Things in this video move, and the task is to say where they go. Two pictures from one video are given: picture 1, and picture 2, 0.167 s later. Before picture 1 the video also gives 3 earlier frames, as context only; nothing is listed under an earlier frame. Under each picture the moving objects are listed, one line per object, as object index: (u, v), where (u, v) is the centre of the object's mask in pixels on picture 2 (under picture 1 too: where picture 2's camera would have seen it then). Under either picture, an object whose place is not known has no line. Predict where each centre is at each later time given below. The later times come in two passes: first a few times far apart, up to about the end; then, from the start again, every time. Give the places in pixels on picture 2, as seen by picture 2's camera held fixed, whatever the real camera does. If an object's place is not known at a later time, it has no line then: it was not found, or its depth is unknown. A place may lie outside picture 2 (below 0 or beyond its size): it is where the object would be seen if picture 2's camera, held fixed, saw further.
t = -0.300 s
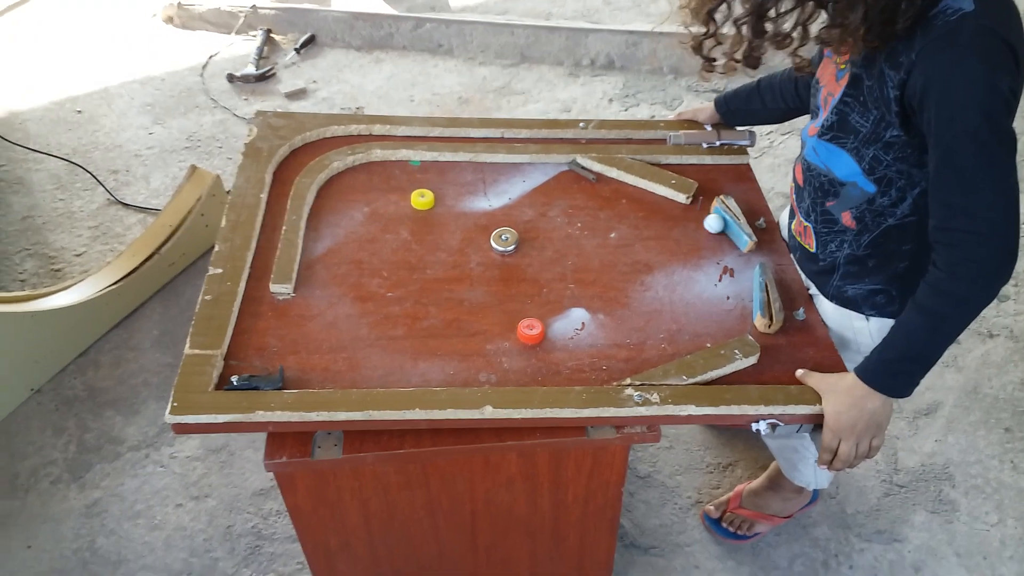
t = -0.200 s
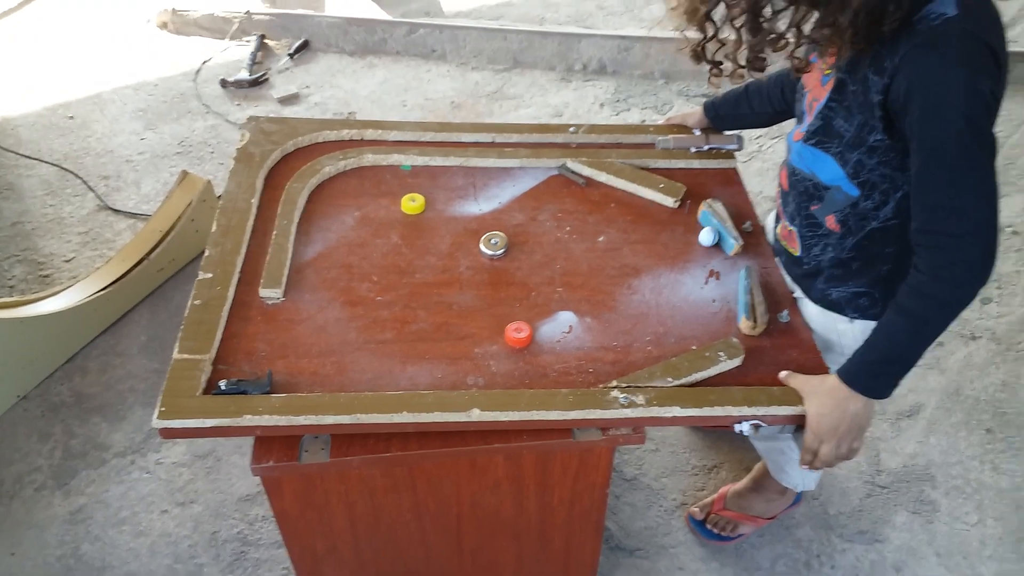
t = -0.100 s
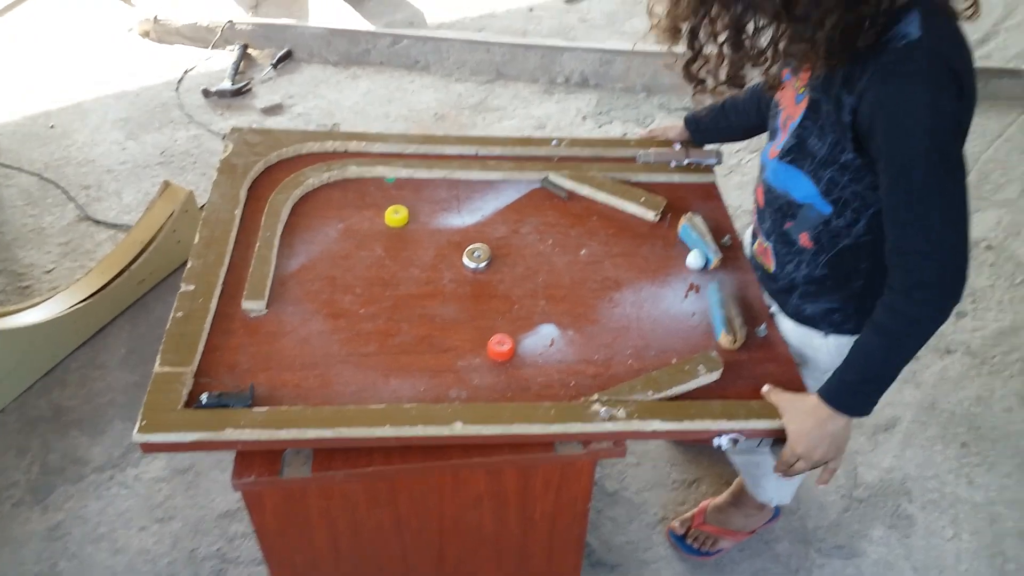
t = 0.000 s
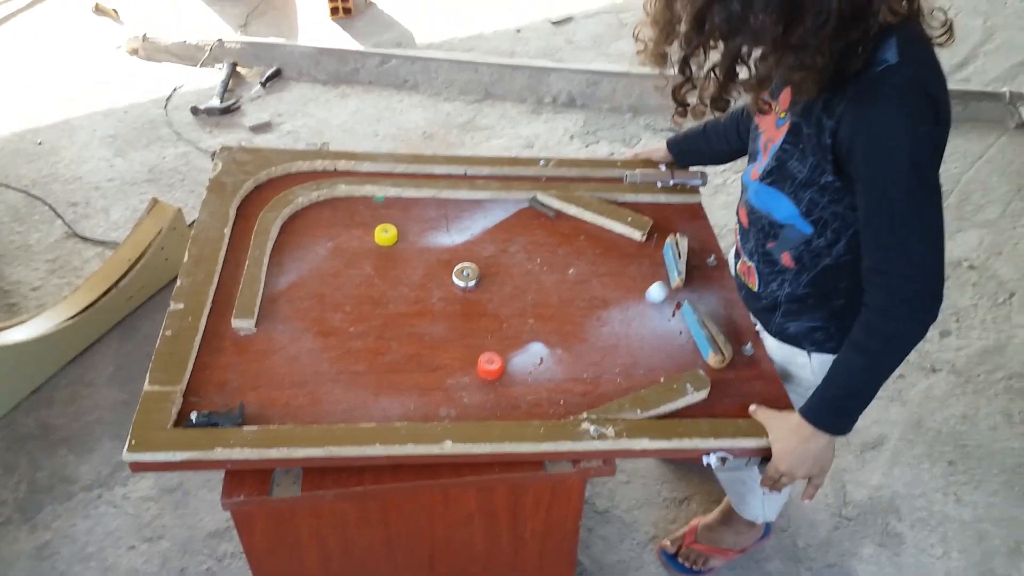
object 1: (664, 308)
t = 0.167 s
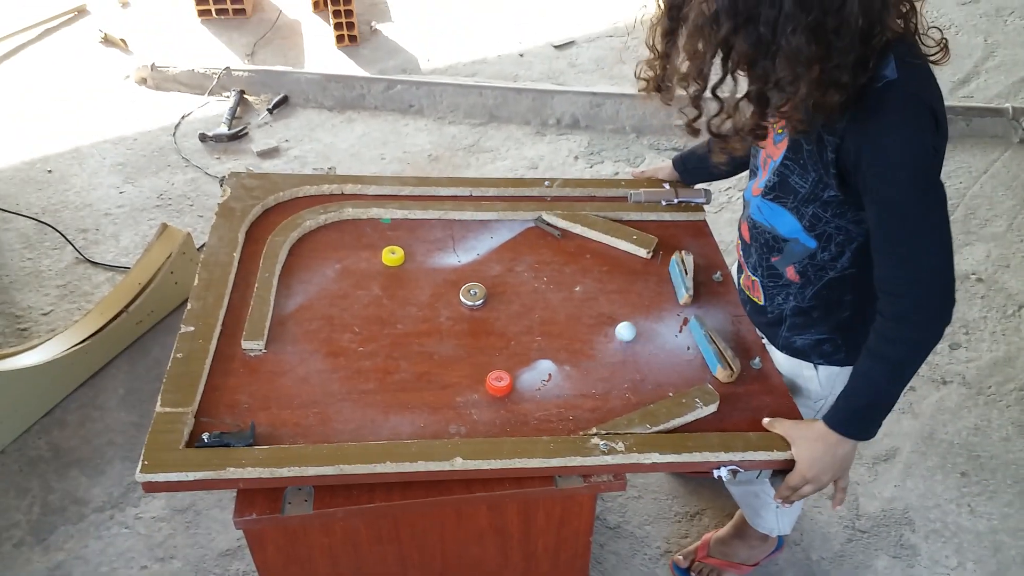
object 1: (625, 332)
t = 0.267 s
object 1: (609, 345)
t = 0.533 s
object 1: (587, 377)
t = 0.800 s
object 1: (599, 403)
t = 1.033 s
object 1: (618, 406)
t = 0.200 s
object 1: (619, 336)
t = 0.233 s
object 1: (614, 340)
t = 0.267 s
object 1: (609, 345)
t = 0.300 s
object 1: (604, 348)
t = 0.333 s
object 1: (600, 353)
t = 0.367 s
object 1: (597, 357)
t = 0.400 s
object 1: (594, 361)
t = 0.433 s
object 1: (592, 365)
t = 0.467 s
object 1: (590, 369)
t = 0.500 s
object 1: (588, 373)
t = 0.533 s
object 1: (587, 377)
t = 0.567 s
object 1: (587, 380)
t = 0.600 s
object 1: (587, 384)
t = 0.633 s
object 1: (588, 387)
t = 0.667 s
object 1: (589, 391)
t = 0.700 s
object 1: (590, 394)
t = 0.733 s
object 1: (593, 397)
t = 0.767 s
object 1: (596, 400)
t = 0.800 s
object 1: (599, 403)
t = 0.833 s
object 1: (603, 406)
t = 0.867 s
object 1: (607, 409)
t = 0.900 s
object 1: (611, 410)
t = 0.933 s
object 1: (613, 409)
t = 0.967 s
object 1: (614, 408)
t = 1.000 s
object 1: (616, 407)
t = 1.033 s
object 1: (618, 406)
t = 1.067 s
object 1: (620, 405)
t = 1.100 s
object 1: (623, 403)
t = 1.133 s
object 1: (626, 402)
